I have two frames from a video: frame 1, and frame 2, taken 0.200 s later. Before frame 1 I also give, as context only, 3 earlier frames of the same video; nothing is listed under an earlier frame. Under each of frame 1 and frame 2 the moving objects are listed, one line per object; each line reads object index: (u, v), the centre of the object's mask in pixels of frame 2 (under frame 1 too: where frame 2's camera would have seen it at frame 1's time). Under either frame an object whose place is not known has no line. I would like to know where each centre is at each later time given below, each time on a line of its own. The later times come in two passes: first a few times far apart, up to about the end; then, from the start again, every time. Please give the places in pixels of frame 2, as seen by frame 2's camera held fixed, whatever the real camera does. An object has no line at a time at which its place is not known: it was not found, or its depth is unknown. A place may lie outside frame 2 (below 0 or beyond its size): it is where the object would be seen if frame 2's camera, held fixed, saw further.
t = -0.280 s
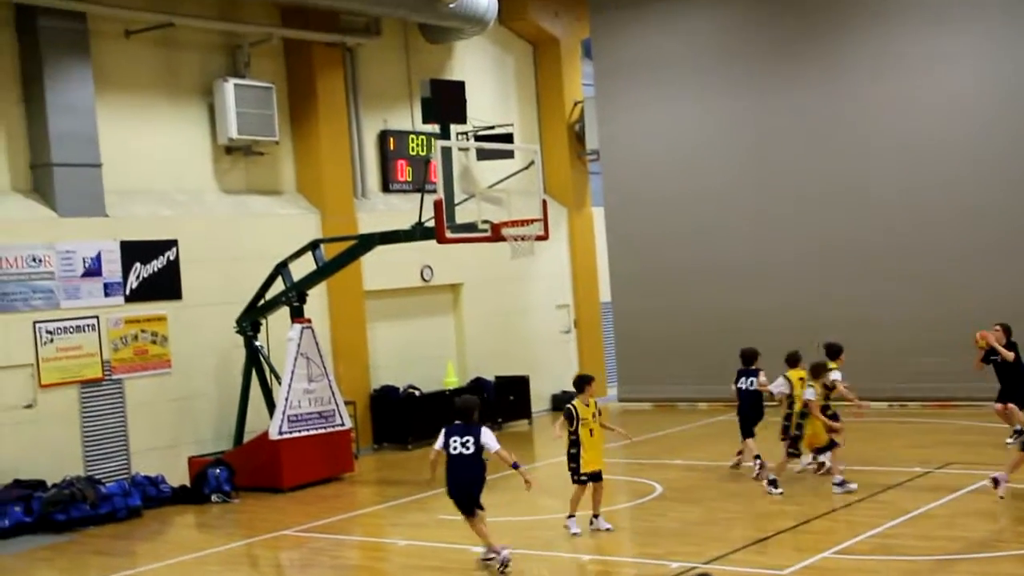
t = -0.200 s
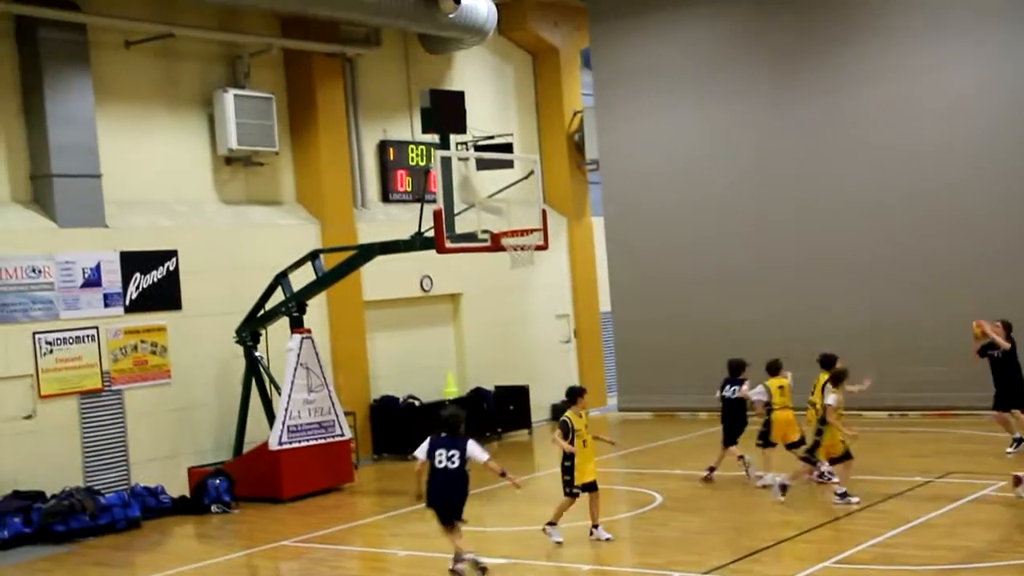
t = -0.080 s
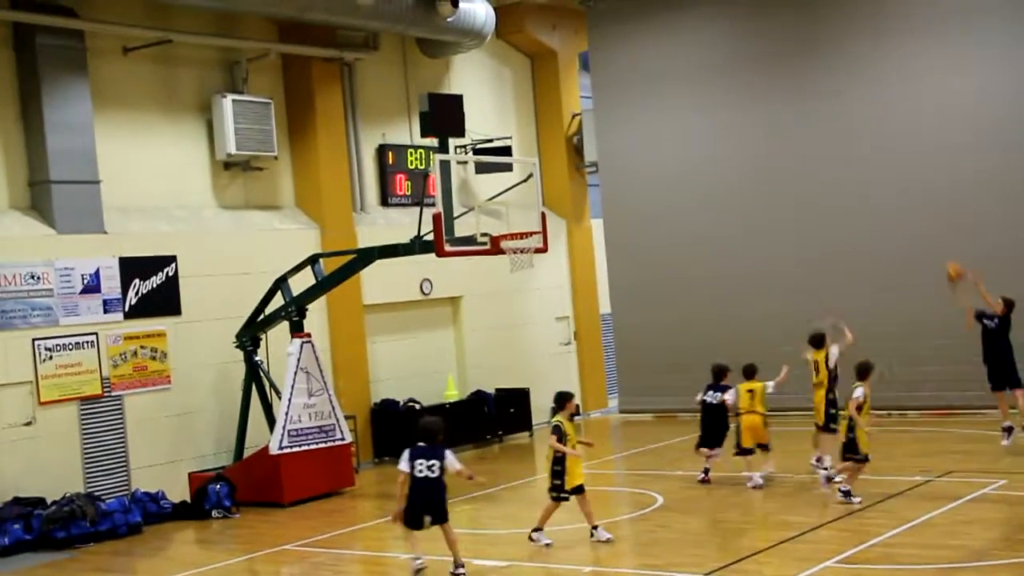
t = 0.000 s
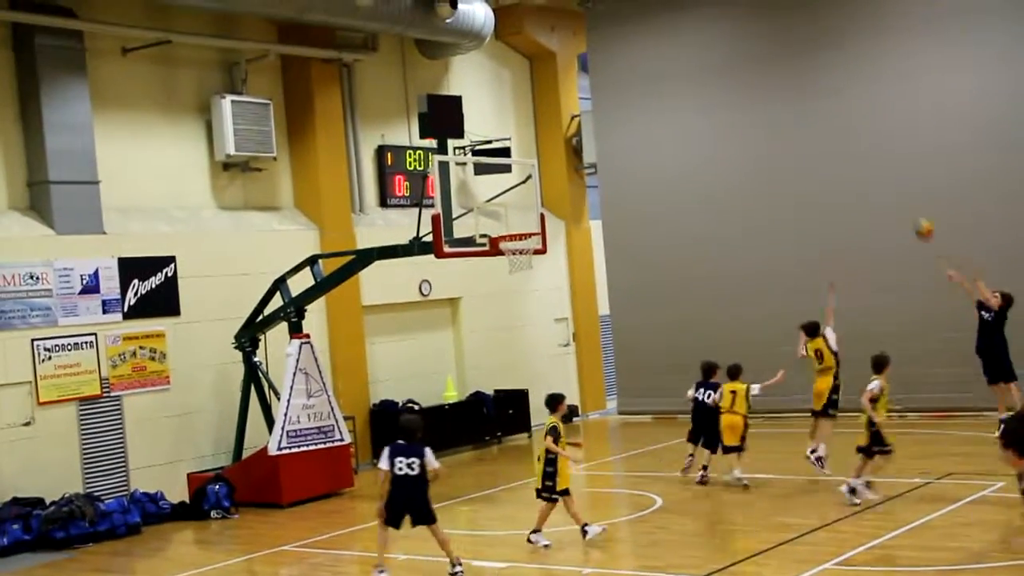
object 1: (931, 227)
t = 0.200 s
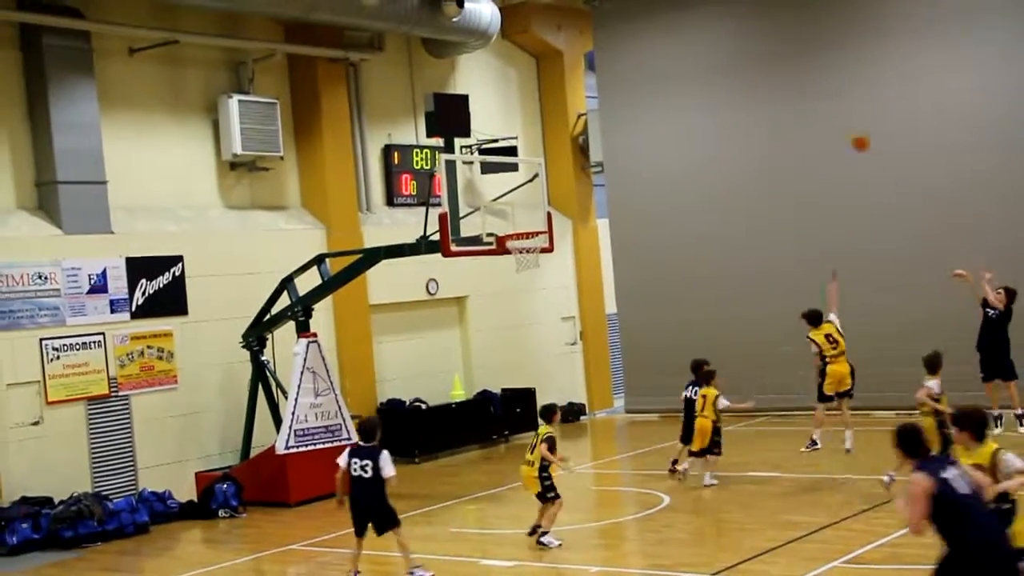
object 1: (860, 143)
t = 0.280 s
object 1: (833, 117)
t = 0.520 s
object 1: (753, 72)
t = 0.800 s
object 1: (663, 84)
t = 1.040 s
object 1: (590, 146)
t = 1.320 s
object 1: (540, 200)
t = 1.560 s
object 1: (540, 180)
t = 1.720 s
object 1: (544, 197)
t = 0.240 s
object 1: (846, 130)
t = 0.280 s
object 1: (833, 117)
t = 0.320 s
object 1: (819, 105)
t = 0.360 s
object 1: (807, 96)
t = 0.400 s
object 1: (793, 88)
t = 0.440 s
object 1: (780, 82)
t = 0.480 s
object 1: (767, 76)
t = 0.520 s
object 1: (753, 72)
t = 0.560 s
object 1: (740, 70)
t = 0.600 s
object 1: (727, 68)
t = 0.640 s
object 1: (714, 69)
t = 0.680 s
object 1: (701, 70)
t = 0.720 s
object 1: (689, 74)
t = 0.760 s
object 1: (676, 78)
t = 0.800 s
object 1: (663, 84)
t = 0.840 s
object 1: (651, 92)
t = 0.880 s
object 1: (638, 99)
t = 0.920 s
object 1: (627, 109)
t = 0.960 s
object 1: (614, 120)
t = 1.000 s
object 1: (604, 132)
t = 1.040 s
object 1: (590, 146)
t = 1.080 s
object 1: (582, 159)
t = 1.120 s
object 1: (568, 180)
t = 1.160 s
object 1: (556, 199)
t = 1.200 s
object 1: (544, 217)
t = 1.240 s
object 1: (541, 217)
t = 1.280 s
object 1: (540, 208)
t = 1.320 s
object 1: (540, 200)
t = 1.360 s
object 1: (540, 194)
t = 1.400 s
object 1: (540, 189)
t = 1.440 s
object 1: (540, 183)
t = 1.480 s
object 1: (540, 180)
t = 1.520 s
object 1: (540, 180)
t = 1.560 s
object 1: (540, 180)
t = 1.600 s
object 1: (541, 182)
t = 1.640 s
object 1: (542, 185)
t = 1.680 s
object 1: (542, 190)
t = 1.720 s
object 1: (544, 197)
